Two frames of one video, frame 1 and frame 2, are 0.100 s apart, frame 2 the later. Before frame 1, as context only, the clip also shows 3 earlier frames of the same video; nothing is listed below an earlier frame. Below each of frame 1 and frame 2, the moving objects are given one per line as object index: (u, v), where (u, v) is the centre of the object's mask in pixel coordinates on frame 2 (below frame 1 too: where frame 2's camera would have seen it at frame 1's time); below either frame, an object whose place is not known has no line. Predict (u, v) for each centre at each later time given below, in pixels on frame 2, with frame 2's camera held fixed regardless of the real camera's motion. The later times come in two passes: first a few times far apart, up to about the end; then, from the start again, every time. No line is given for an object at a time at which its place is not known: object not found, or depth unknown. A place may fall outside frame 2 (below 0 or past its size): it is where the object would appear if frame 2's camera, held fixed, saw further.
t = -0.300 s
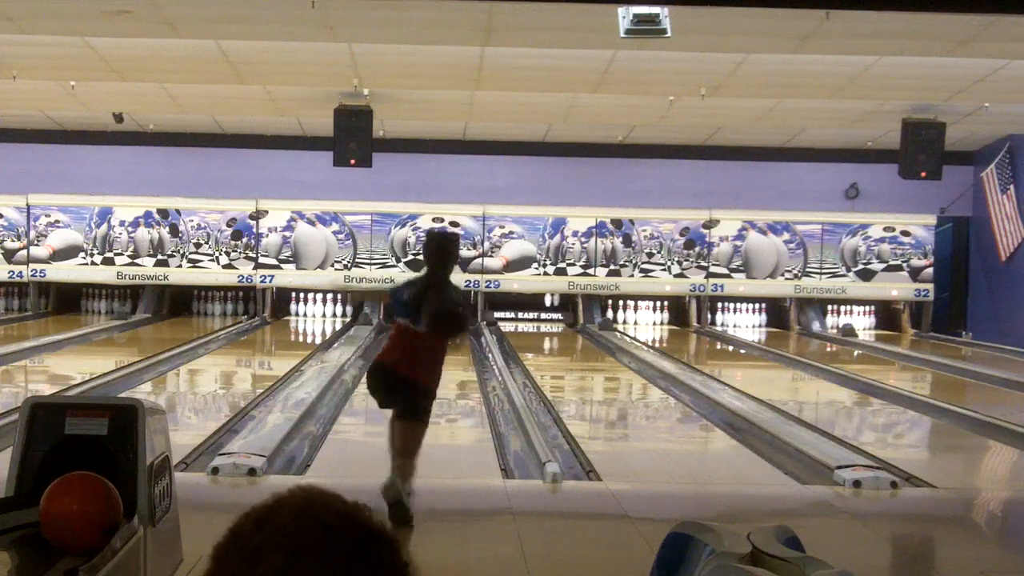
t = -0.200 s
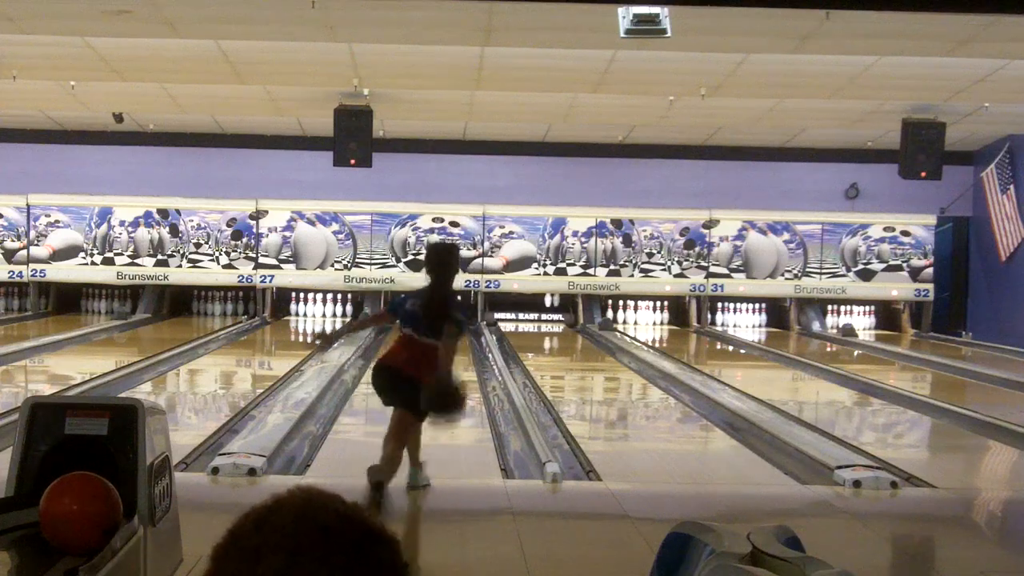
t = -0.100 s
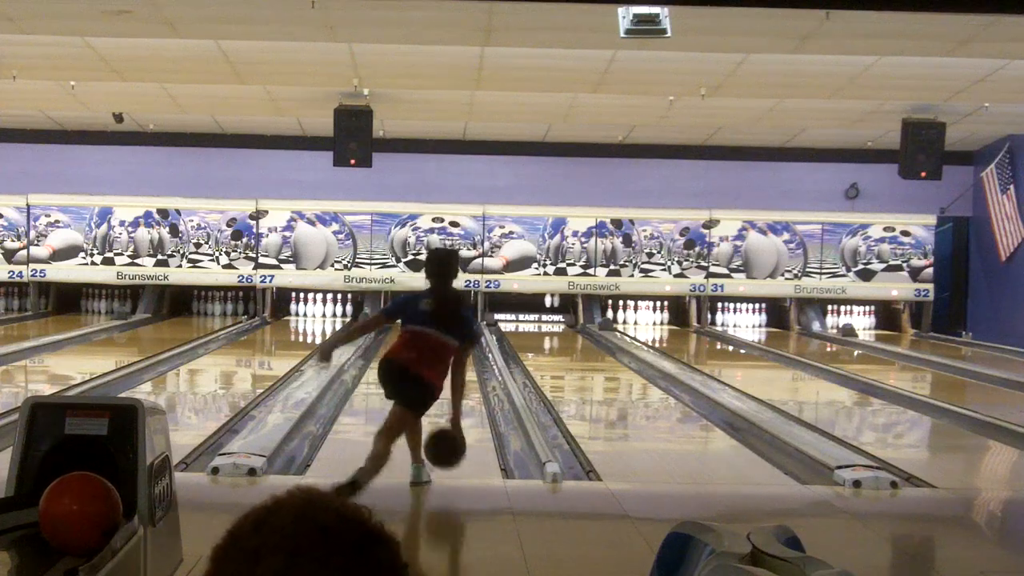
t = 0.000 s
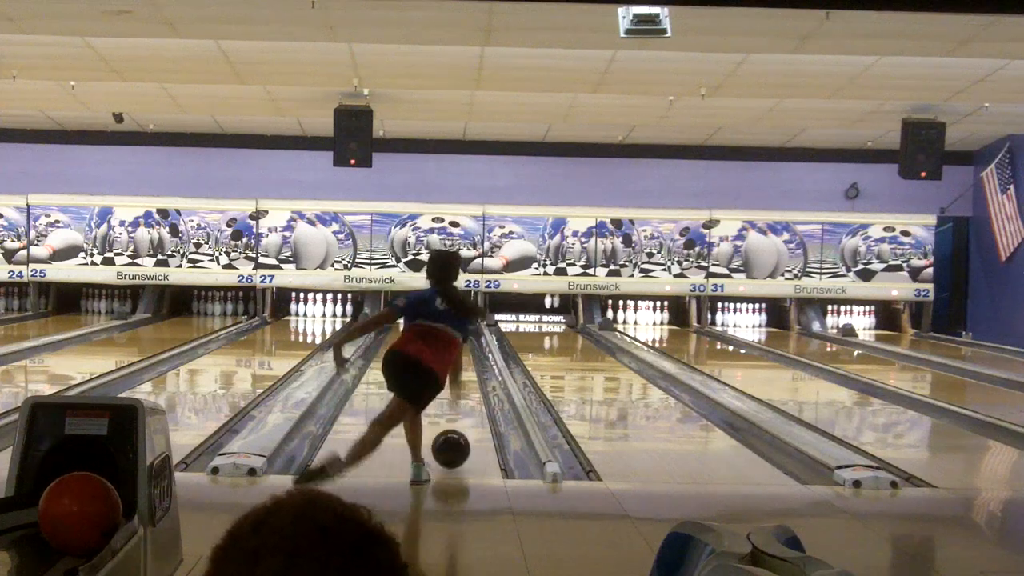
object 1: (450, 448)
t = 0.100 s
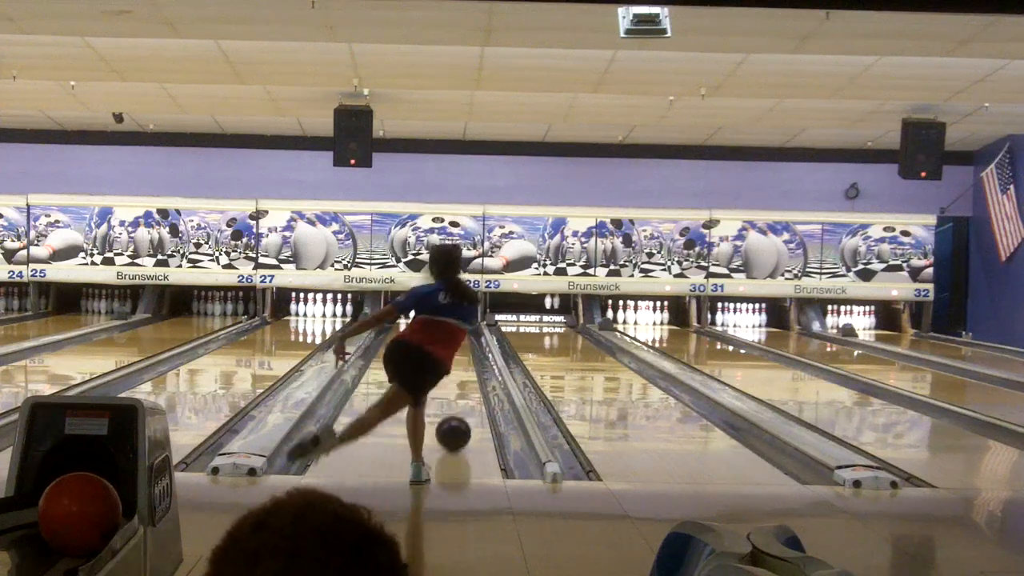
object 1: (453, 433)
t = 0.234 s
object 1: (456, 414)
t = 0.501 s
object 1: (458, 386)
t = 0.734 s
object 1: (455, 369)
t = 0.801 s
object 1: (459, 364)
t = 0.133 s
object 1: (454, 428)
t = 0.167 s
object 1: (455, 423)
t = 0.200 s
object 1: (455, 418)
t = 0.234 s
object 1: (456, 414)
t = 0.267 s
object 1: (456, 410)
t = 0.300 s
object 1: (457, 406)
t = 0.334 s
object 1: (457, 402)
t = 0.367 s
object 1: (457, 398)
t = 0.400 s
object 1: (458, 394)
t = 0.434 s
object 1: (458, 392)
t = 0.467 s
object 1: (458, 388)
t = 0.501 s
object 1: (458, 386)
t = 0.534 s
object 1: (458, 383)
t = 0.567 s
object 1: (458, 381)
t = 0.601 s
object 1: (459, 379)
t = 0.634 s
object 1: (466, 378)
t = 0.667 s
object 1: (466, 377)
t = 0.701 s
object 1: (457, 374)
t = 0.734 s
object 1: (455, 369)
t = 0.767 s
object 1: (459, 367)
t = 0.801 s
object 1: (459, 364)
